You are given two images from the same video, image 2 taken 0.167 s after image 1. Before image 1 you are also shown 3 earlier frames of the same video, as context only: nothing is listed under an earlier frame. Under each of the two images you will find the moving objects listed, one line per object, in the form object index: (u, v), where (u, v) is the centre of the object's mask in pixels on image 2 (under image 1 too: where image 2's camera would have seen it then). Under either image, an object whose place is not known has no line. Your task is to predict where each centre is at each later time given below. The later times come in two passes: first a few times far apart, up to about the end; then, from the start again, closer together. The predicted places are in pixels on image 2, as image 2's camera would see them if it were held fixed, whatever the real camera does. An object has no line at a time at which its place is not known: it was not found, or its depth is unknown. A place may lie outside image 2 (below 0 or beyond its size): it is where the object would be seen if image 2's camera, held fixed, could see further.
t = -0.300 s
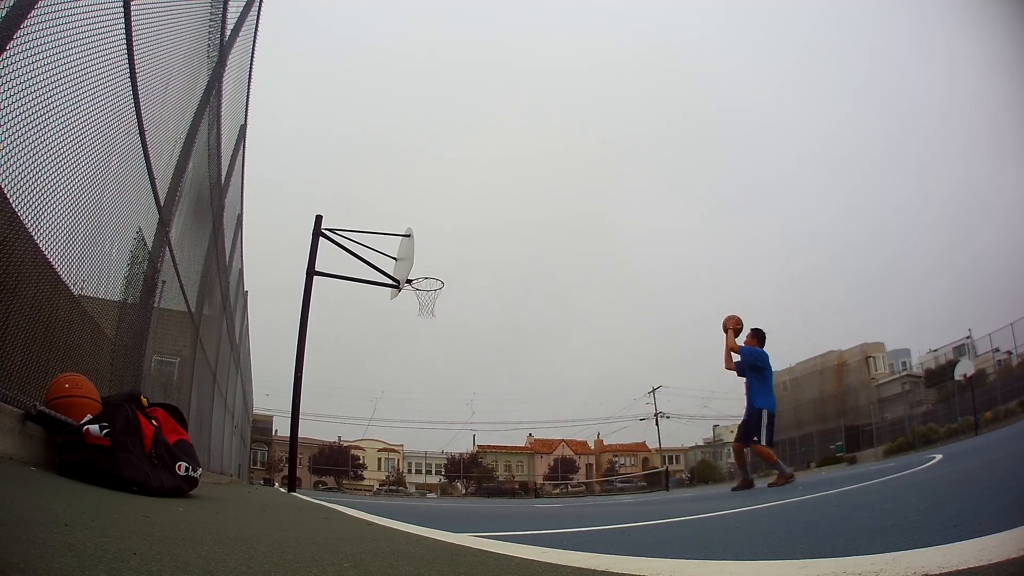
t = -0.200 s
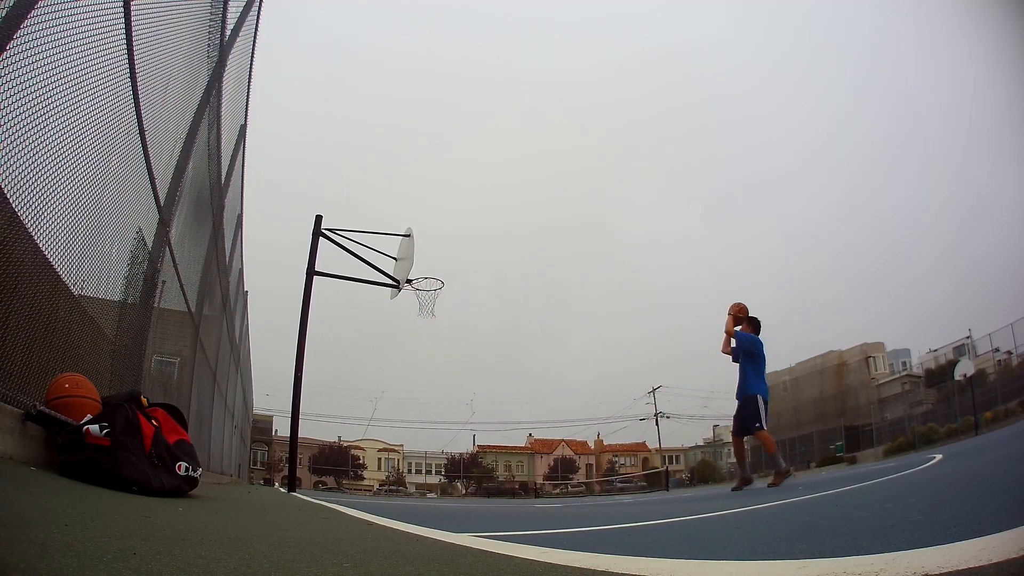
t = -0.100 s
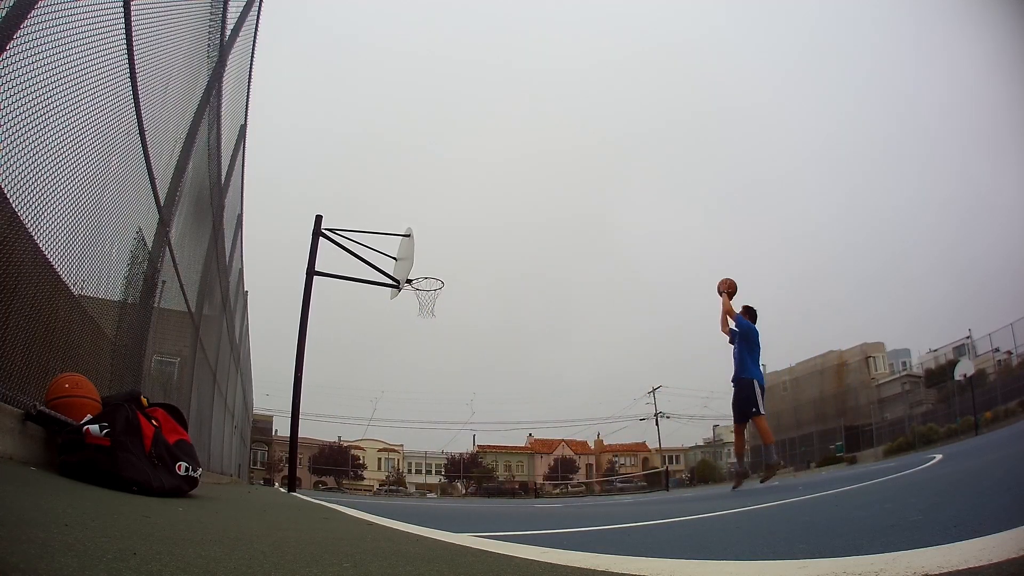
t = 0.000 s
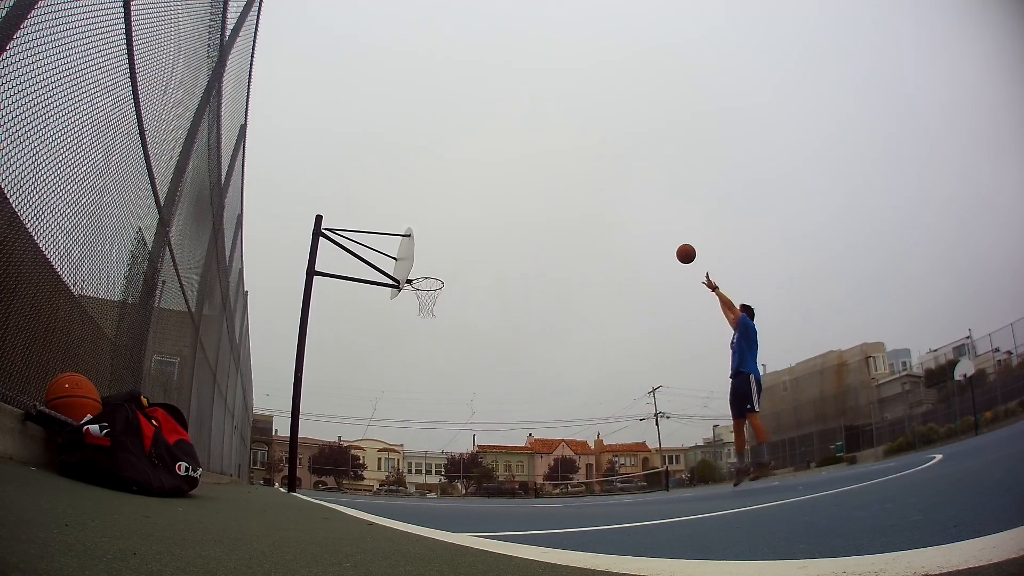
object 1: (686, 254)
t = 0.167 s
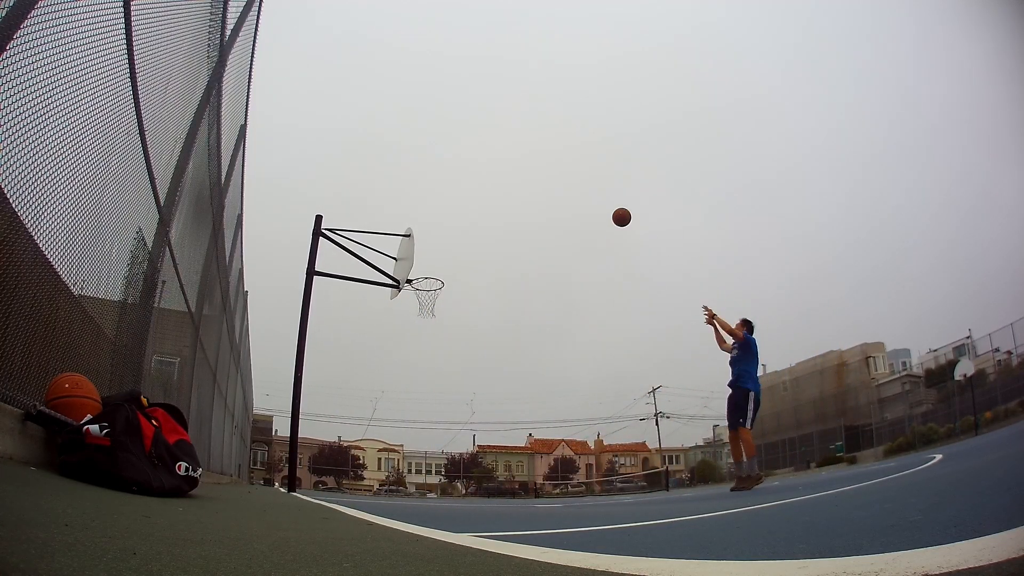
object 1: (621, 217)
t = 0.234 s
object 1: (598, 209)
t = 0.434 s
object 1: (536, 205)
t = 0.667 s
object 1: (472, 231)
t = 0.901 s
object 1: (420, 285)
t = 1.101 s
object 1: (441, 298)
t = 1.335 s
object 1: (432, 304)
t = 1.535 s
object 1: (416, 338)
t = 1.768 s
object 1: (395, 420)
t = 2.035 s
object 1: (378, 441)
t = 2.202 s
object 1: (372, 393)
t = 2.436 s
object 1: (364, 361)
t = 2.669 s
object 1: (354, 371)
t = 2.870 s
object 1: (343, 414)
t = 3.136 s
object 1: (329, 461)
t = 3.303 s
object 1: (323, 420)
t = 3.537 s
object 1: (313, 398)
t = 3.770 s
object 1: (299, 423)
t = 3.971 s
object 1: (285, 483)
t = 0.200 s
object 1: (610, 213)
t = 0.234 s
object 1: (598, 209)
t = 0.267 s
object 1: (587, 207)
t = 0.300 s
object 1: (577, 205)
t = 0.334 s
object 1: (566, 203)
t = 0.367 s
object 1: (556, 203)
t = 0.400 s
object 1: (546, 203)
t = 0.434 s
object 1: (536, 205)
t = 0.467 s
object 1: (527, 206)
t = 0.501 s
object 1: (517, 209)
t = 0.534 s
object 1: (508, 212)
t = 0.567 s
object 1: (499, 216)
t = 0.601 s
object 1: (490, 220)
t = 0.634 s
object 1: (481, 225)
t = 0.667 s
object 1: (472, 231)
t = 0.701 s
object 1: (464, 238)
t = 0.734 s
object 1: (455, 244)
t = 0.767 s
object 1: (446, 252)
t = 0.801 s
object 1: (438, 260)
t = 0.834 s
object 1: (430, 269)
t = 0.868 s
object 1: (421, 279)
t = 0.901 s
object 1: (420, 285)
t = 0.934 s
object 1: (423, 289)
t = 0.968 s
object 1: (429, 294)
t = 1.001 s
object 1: (435, 298)
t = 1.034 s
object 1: (439, 300)
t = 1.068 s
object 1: (441, 299)
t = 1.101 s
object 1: (441, 298)
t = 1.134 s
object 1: (441, 297)
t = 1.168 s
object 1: (441, 297)
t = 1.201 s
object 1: (440, 297)
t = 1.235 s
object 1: (438, 298)
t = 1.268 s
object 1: (437, 299)
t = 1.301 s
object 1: (435, 301)
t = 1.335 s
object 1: (432, 304)
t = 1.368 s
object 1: (430, 307)
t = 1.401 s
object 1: (427, 312)
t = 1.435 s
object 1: (424, 317)
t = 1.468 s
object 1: (422, 323)
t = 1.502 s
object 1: (419, 330)
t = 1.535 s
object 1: (416, 338)
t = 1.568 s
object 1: (413, 347)
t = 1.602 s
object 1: (410, 356)
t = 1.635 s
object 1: (407, 367)
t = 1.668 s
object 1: (404, 379)
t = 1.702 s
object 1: (401, 391)
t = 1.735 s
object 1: (398, 405)
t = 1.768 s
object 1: (395, 420)
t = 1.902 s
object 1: (382, 490)
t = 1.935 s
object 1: (381, 480)
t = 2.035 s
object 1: (378, 441)
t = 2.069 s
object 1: (377, 430)
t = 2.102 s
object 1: (376, 419)
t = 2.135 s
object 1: (375, 410)
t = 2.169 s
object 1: (374, 401)
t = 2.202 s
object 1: (372, 393)
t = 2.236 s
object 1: (371, 386)
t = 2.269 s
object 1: (370, 379)
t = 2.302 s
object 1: (369, 374)
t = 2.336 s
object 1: (368, 369)
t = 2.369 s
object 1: (367, 366)
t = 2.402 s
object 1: (366, 363)
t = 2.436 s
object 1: (364, 361)
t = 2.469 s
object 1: (363, 360)
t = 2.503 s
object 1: (362, 359)
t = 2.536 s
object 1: (360, 360)
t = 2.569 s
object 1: (359, 361)
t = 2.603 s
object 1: (357, 363)
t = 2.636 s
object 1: (356, 366)
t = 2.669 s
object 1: (354, 371)
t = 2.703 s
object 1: (352, 375)
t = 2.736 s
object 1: (351, 381)
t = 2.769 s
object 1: (349, 388)
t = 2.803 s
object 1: (347, 396)
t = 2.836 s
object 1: (345, 405)
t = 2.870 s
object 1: (343, 414)
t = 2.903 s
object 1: (341, 425)
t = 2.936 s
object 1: (339, 436)
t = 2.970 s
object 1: (338, 448)
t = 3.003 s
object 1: (335, 461)
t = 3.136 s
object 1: (329, 461)
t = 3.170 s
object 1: (328, 450)
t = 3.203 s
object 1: (326, 441)
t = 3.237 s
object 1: (325, 434)
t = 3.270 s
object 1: (324, 426)
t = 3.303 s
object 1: (323, 420)
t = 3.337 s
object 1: (321, 414)
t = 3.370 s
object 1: (320, 409)
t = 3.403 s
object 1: (318, 405)
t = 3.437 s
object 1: (317, 402)
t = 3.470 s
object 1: (316, 400)
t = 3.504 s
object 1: (314, 399)
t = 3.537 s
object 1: (313, 398)
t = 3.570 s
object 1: (311, 399)
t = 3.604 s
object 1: (309, 400)
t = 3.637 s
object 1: (308, 403)
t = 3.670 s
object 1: (306, 406)
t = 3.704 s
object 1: (303, 411)
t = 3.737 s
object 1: (302, 416)
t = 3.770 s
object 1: (299, 423)
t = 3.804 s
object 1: (297, 430)
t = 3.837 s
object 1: (294, 439)
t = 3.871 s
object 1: (292, 448)
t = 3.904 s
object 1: (289, 459)
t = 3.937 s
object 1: (288, 471)
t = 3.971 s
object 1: (285, 483)
